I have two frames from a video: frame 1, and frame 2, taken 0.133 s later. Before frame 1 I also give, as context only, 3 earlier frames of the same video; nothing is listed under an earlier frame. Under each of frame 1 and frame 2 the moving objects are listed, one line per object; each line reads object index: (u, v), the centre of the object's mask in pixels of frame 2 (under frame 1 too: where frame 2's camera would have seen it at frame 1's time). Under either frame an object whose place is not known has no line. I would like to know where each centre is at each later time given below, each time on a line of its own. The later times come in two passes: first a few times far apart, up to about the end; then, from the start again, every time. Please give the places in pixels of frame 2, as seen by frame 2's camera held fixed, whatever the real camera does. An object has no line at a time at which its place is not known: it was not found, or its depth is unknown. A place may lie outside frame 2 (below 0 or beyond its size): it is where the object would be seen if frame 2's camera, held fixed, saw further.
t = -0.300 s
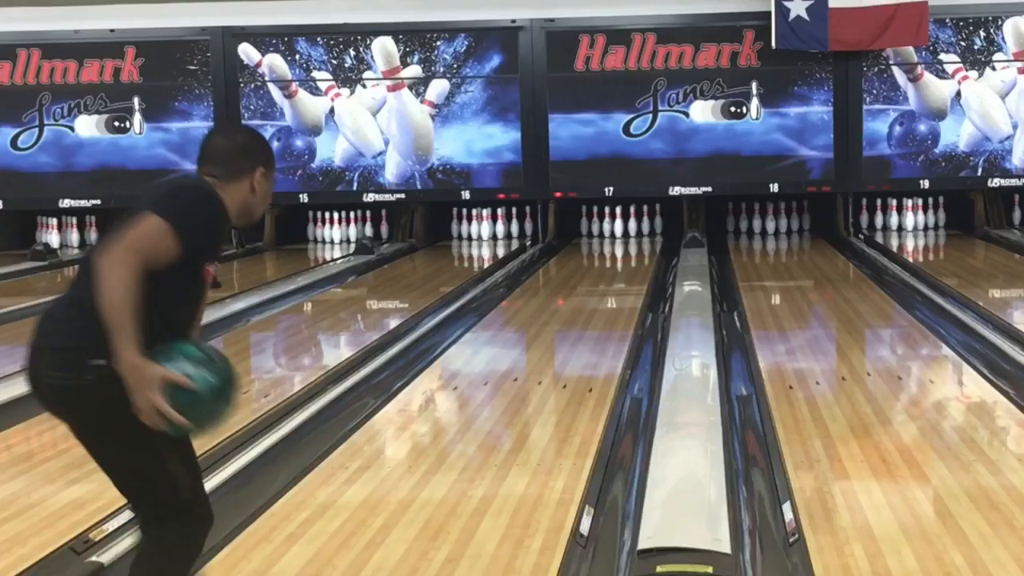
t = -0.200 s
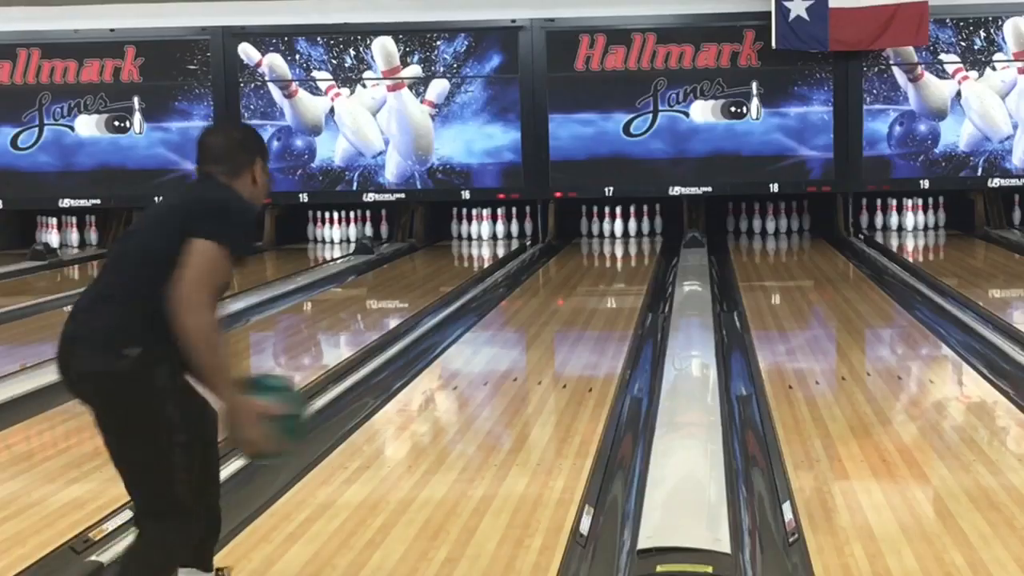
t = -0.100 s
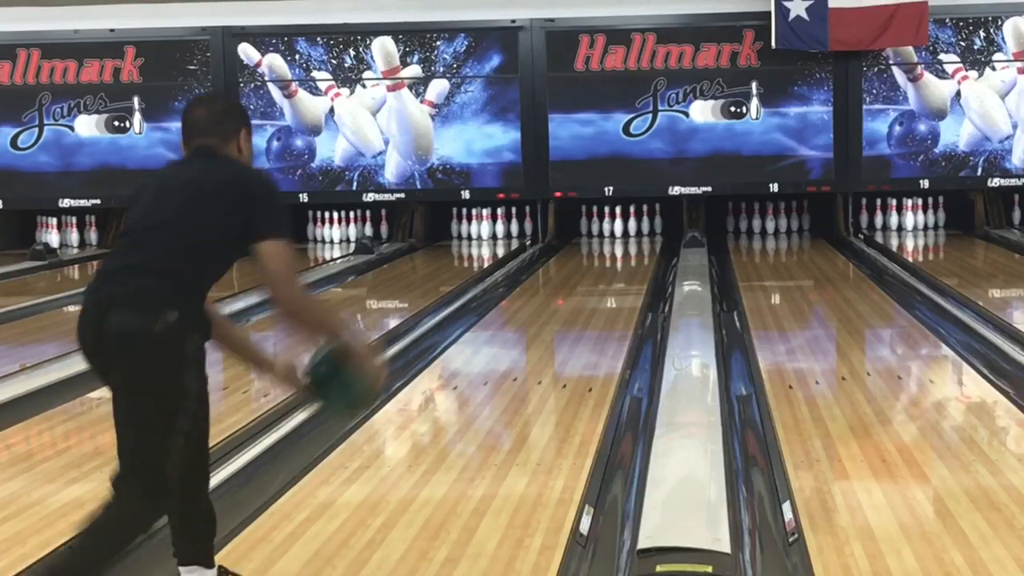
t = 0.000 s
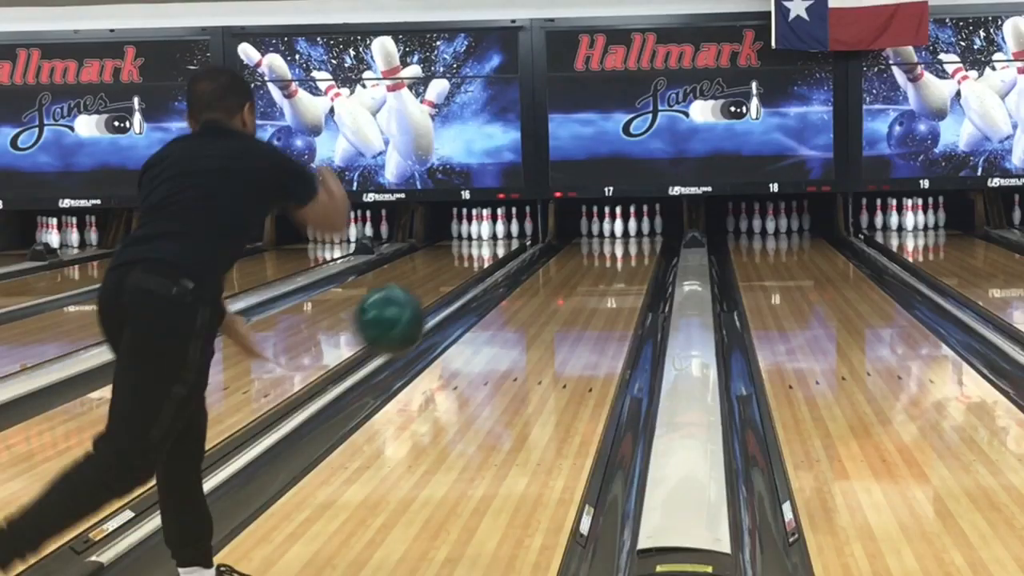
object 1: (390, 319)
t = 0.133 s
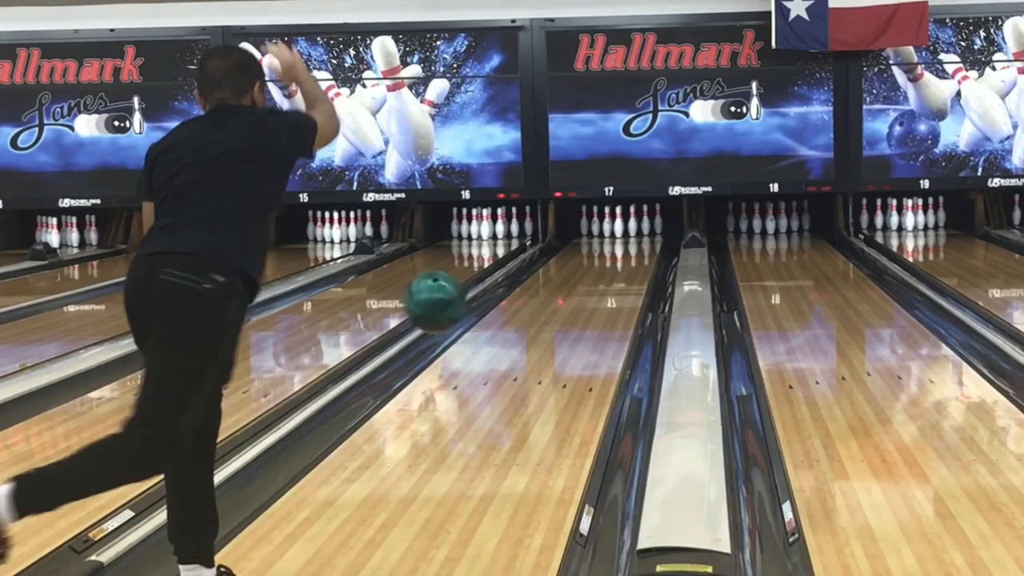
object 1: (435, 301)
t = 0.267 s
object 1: (472, 331)
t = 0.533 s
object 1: (524, 368)
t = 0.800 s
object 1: (559, 340)
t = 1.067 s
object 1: (583, 312)
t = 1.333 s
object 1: (600, 292)
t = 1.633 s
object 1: (614, 274)
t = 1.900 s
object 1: (622, 261)
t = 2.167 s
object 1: (626, 251)
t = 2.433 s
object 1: (627, 243)
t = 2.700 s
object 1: (625, 236)
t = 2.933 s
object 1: (621, 230)
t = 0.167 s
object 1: (445, 305)
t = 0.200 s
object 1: (454, 311)
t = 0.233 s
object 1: (463, 321)
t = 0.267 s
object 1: (472, 331)
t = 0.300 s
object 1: (479, 343)
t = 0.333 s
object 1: (487, 359)
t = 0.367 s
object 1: (494, 376)
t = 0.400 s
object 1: (501, 394)
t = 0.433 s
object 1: (508, 391)
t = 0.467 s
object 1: (513, 381)
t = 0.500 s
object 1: (519, 373)
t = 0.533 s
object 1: (524, 368)
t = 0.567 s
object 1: (529, 366)
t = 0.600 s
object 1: (534, 366)
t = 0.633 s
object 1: (539, 361)
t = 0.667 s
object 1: (543, 357)
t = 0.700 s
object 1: (547, 352)
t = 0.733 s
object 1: (551, 348)
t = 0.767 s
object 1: (555, 344)
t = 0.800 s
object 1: (559, 340)
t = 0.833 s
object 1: (562, 336)
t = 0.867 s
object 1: (565, 332)
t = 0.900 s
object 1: (569, 328)
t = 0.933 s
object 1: (572, 325)
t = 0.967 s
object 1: (575, 322)
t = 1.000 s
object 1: (577, 319)
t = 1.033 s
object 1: (580, 316)
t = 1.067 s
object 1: (583, 312)
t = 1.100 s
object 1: (585, 309)
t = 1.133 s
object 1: (588, 307)
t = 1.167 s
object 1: (590, 304)
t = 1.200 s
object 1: (593, 301)
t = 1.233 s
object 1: (595, 299)
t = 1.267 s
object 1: (597, 297)
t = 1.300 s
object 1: (598, 294)
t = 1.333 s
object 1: (600, 292)
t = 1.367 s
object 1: (602, 290)
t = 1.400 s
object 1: (604, 288)
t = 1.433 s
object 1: (606, 285)
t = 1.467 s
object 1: (607, 283)
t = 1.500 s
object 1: (609, 282)
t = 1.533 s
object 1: (610, 280)
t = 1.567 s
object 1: (612, 278)
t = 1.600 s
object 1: (613, 276)
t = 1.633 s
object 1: (614, 274)
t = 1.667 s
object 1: (615, 273)
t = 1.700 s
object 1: (616, 271)
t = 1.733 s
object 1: (617, 269)
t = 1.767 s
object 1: (619, 267)
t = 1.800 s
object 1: (619, 266)
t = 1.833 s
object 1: (620, 264)
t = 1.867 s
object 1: (621, 263)
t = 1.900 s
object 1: (622, 261)
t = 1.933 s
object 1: (623, 260)
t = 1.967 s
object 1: (623, 259)
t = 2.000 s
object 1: (624, 257)
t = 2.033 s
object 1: (625, 256)
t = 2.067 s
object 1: (625, 255)
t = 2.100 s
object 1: (625, 254)
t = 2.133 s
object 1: (625, 253)
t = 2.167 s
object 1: (626, 251)
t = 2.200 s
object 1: (626, 250)
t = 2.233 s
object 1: (626, 249)
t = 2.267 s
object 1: (626, 248)
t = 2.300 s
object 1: (627, 247)
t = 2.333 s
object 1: (627, 246)
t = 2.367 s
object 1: (627, 245)
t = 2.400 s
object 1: (627, 244)
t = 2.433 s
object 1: (627, 243)
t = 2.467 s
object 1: (627, 242)
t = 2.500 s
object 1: (627, 241)
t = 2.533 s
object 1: (627, 240)
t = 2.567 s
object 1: (626, 239)
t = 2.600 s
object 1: (626, 238)
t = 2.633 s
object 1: (626, 237)
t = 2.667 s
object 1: (625, 236)
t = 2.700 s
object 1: (625, 236)
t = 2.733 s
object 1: (625, 235)
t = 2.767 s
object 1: (624, 234)
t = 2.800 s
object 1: (624, 233)
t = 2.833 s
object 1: (623, 233)
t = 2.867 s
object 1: (623, 232)
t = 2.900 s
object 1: (621, 232)
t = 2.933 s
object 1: (621, 230)
